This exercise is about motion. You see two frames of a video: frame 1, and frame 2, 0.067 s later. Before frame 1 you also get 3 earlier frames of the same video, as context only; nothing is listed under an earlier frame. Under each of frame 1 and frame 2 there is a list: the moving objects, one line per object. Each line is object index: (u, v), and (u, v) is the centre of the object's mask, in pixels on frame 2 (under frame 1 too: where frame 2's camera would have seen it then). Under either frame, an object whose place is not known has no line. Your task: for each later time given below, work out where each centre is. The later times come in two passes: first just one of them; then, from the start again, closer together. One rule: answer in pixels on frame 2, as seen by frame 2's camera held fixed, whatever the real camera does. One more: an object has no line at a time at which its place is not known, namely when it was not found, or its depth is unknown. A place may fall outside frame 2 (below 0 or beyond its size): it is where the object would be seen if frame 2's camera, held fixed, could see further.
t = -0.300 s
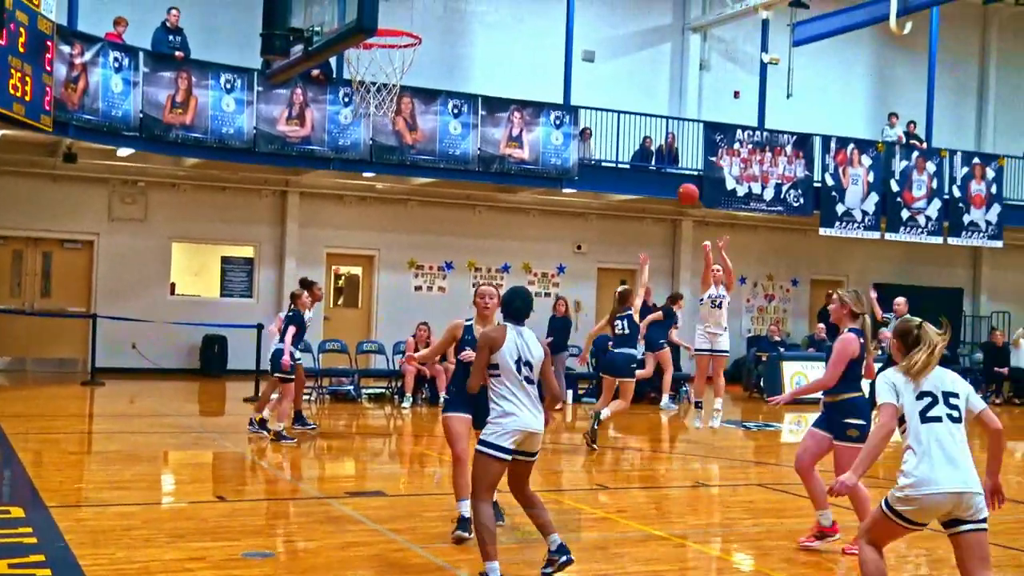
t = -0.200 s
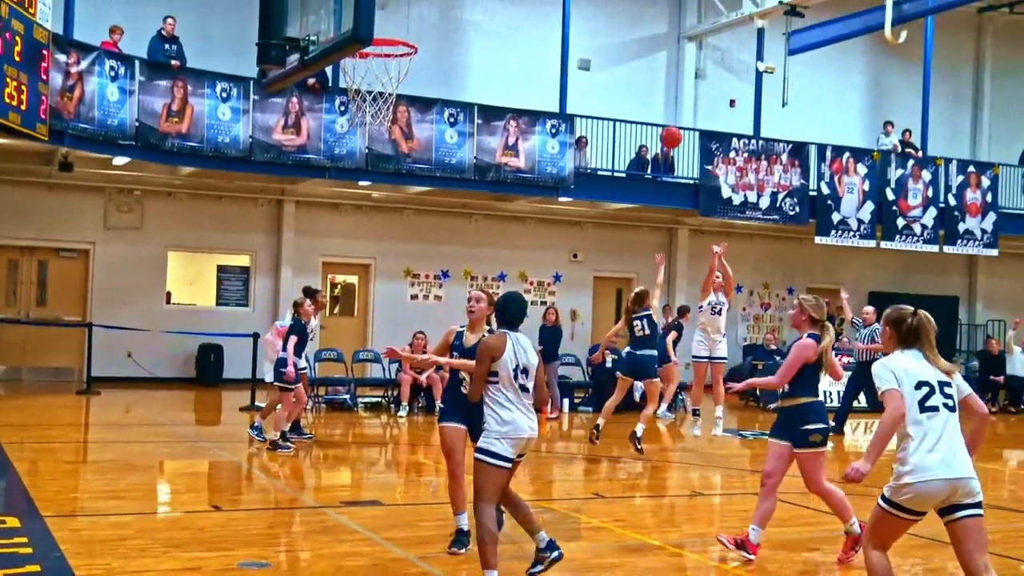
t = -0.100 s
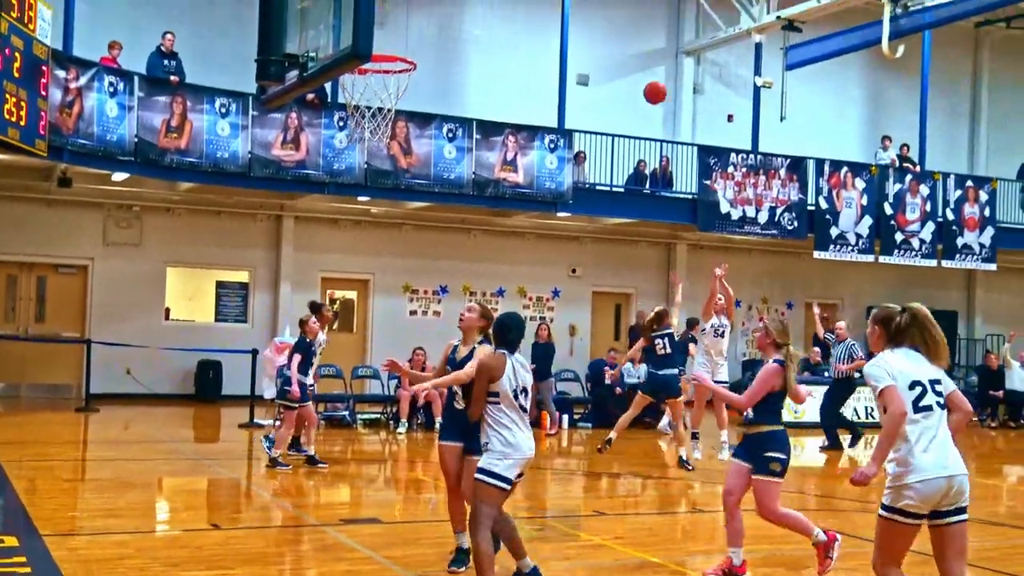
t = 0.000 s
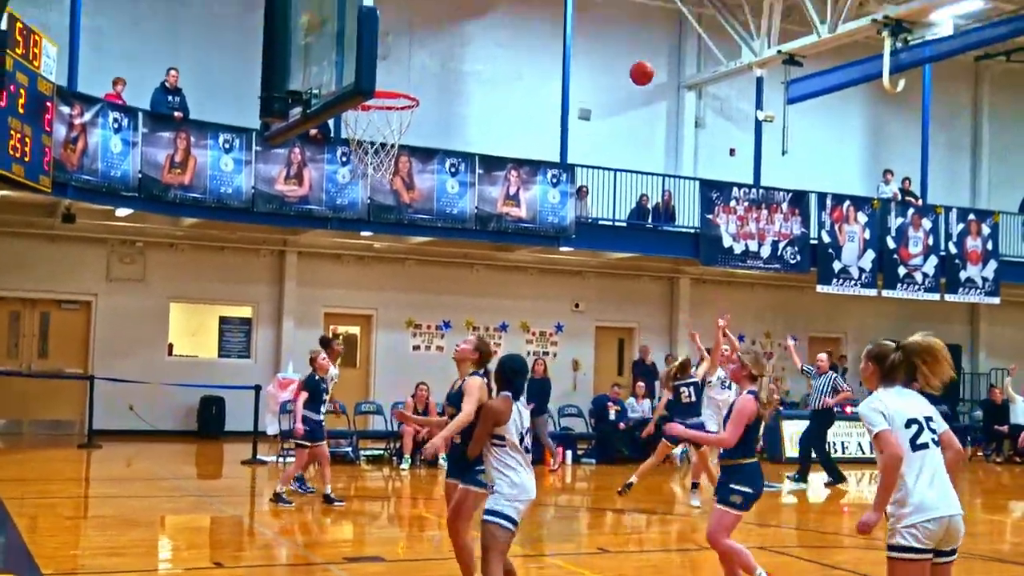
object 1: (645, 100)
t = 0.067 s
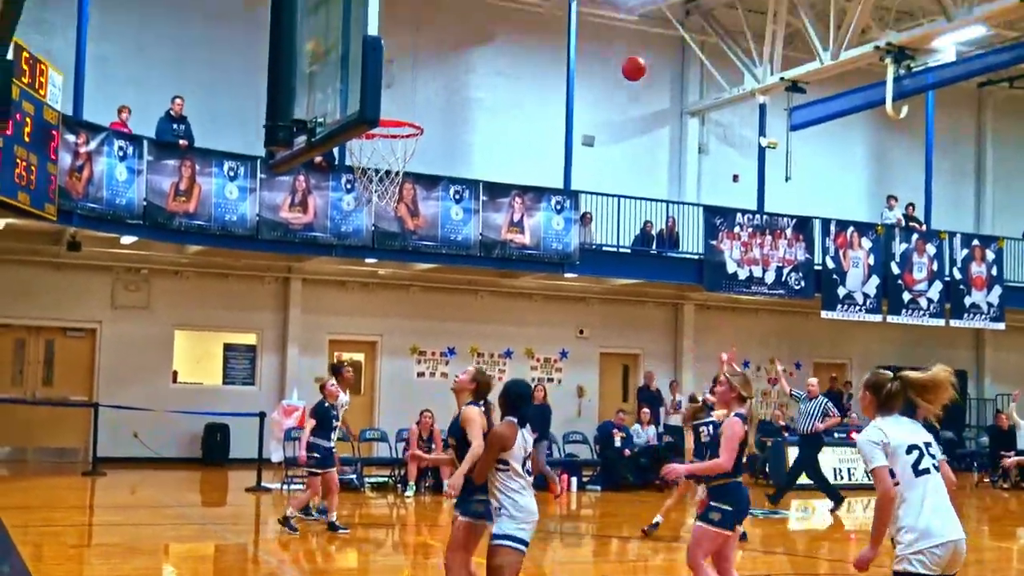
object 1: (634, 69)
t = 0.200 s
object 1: (609, 17)
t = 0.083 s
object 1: (631, 62)
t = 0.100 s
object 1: (628, 54)
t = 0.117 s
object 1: (625, 48)
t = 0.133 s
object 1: (622, 41)
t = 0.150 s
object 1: (619, 35)
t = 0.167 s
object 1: (615, 29)
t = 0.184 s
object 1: (612, 22)
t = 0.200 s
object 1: (609, 17)
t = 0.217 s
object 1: (606, 11)
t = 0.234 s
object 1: (602, 5)
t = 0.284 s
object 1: (591, -8)
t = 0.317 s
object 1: (583, -15)
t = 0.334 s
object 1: (580, -19)
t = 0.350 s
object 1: (577, -22)
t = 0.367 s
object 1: (573, -27)
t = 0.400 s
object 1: (566, -32)
